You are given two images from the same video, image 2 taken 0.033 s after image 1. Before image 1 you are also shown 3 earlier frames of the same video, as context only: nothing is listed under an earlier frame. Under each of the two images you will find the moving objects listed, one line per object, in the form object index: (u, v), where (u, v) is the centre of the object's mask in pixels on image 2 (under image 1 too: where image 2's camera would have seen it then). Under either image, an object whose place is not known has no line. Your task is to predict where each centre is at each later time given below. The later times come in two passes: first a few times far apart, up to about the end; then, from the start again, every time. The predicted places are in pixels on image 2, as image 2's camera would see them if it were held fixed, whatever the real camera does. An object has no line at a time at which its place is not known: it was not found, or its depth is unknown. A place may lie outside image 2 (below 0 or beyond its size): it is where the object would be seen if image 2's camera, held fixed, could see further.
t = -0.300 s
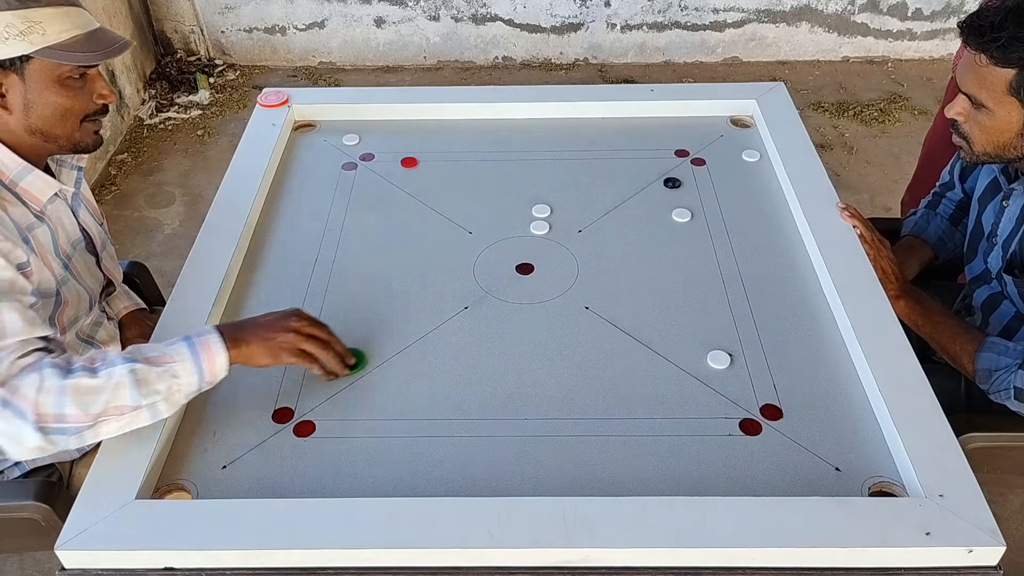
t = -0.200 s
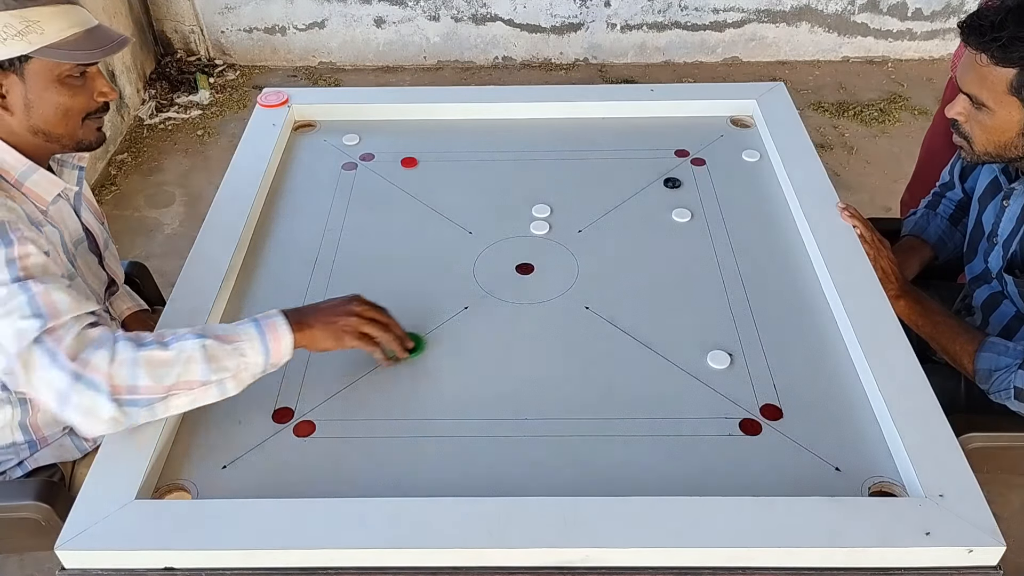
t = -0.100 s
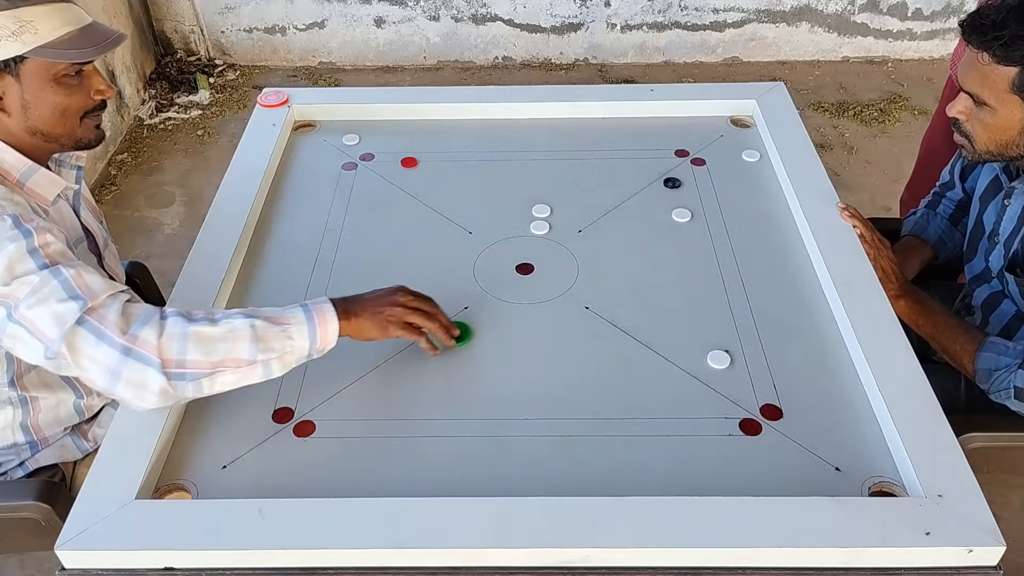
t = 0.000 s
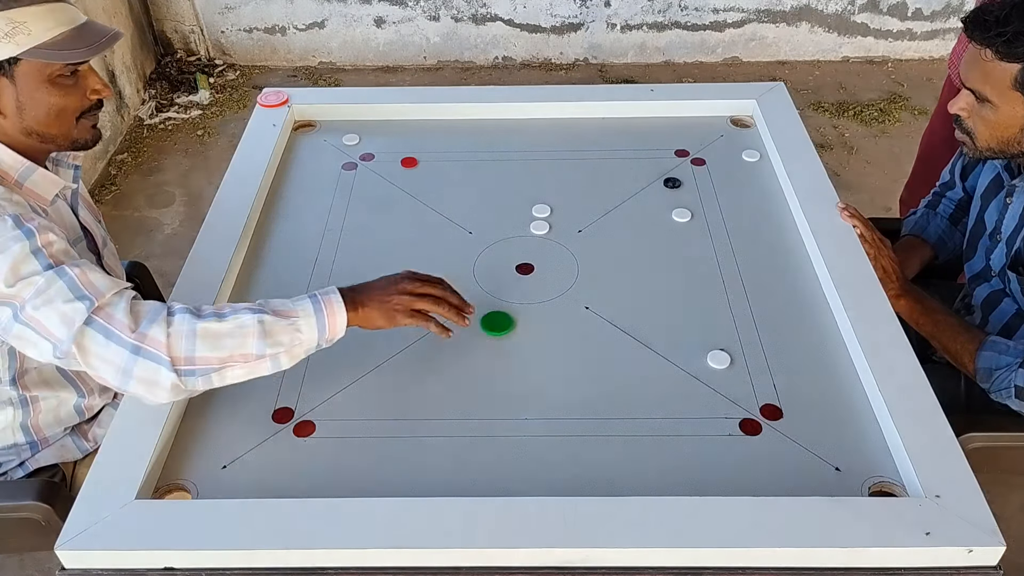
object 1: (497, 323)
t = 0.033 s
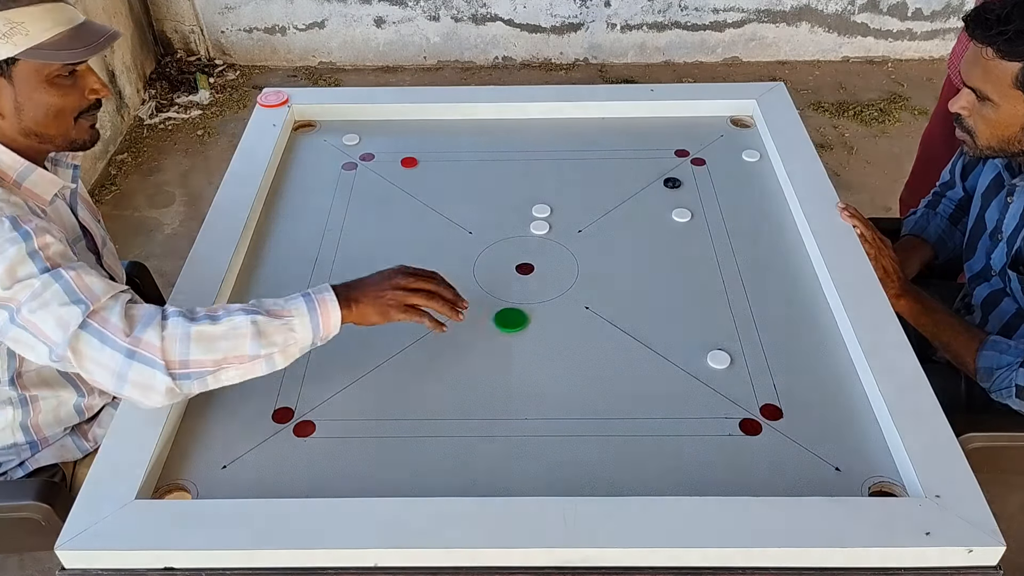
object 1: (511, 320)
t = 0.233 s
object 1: (585, 302)
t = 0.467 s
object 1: (659, 283)
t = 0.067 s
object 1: (524, 317)
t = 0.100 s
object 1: (537, 314)
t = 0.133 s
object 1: (550, 310)
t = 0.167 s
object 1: (562, 307)
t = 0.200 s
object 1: (573, 304)
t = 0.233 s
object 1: (585, 302)
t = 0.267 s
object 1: (596, 299)
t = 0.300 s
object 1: (607, 296)
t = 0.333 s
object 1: (617, 293)
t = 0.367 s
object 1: (628, 290)
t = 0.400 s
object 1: (639, 288)
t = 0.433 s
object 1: (649, 285)
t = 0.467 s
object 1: (659, 283)
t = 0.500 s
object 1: (668, 280)
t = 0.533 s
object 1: (678, 278)
